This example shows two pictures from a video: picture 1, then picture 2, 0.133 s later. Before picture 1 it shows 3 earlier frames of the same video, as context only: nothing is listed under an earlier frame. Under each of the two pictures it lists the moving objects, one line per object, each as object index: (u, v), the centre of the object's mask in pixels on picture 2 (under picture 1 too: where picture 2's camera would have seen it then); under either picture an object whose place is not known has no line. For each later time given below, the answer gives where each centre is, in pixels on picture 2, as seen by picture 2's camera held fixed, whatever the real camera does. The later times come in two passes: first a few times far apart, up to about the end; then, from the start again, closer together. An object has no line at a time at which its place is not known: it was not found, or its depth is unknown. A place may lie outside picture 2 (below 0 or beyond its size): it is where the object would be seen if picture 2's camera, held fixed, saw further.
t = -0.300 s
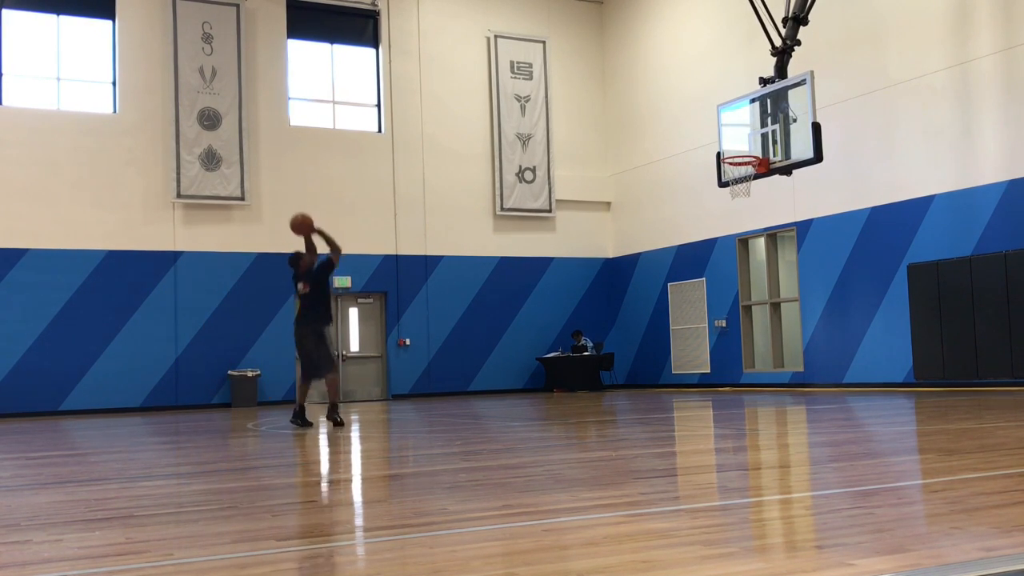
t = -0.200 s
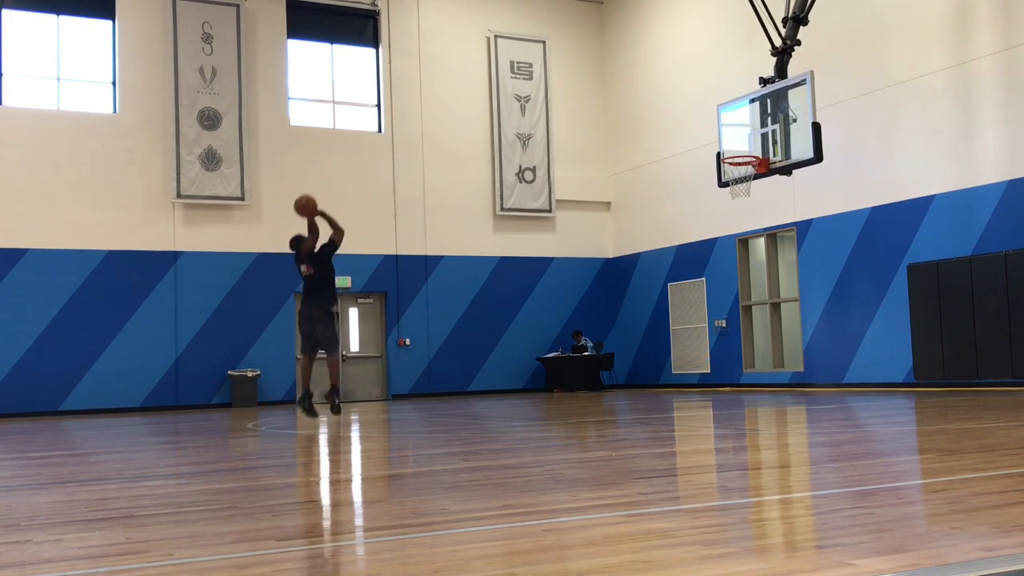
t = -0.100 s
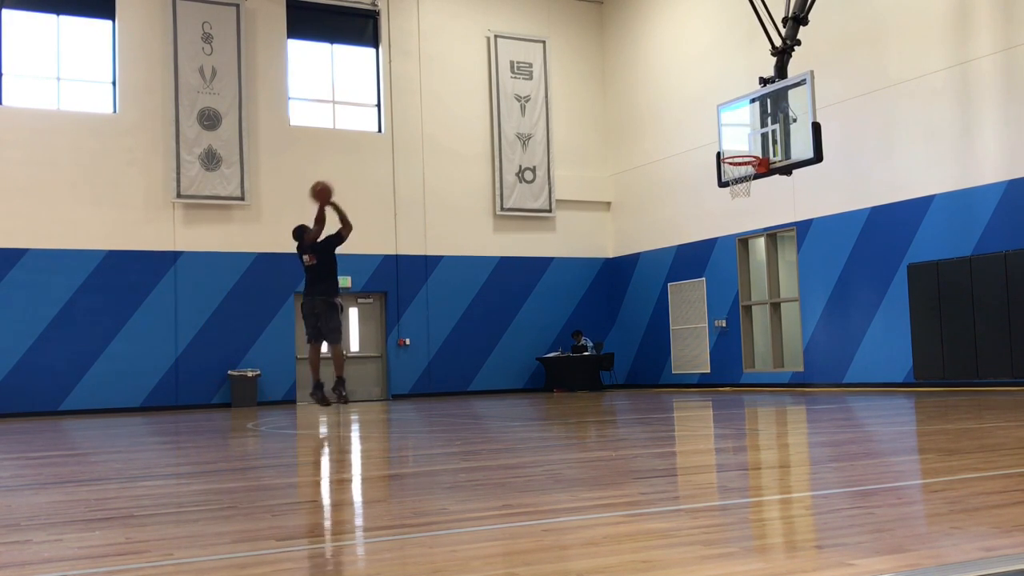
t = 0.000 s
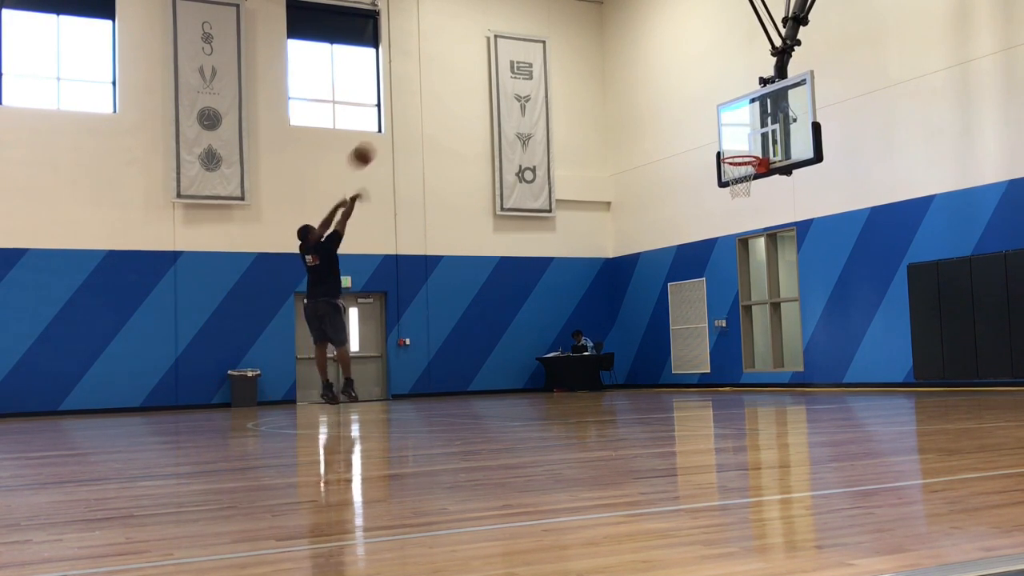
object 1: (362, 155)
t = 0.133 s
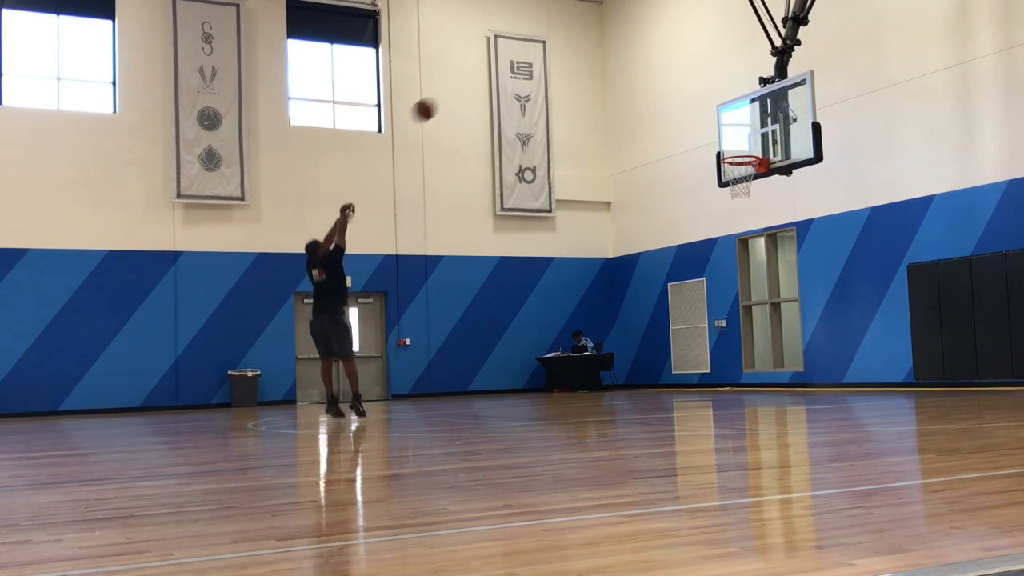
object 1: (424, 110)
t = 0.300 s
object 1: (496, 77)
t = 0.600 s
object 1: (616, 78)
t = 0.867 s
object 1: (713, 133)
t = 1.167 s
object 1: (719, 145)
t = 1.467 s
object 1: (685, 173)
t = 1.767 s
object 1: (655, 264)
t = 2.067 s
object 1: (630, 382)
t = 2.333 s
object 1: (608, 302)
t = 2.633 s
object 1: (587, 273)
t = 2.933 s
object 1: (568, 309)
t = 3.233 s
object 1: (552, 389)
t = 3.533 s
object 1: (534, 335)
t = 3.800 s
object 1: (520, 342)
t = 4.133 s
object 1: (503, 386)
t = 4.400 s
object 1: (489, 361)
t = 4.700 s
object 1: (474, 396)
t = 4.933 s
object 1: (460, 378)
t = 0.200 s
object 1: (454, 94)
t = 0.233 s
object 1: (468, 87)
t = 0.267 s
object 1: (482, 82)
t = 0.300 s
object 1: (496, 77)
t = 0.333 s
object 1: (510, 74)
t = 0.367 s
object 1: (525, 71)
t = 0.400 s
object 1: (538, 69)
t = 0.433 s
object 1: (551, 69)
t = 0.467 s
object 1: (565, 69)
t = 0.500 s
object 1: (578, 70)
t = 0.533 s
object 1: (591, 72)
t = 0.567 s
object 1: (604, 75)
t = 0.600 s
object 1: (616, 78)
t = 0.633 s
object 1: (629, 82)
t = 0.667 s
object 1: (641, 87)
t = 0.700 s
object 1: (654, 93)
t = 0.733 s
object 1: (666, 100)
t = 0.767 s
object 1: (678, 107)
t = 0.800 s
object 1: (690, 115)
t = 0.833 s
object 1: (702, 124)
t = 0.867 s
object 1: (713, 133)
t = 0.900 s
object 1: (725, 144)
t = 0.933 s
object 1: (738, 155)
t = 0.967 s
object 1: (745, 157)
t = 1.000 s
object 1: (747, 155)
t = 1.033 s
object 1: (740, 153)
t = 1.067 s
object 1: (733, 150)
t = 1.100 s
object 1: (728, 148)
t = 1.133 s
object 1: (723, 147)
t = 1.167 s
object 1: (719, 145)
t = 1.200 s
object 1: (715, 145)
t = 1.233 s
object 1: (711, 146)
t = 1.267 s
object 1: (707, 147)
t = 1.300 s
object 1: (703, 149)
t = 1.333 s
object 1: (699, 152)
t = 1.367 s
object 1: (695, 156)
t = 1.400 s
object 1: (692, 161)
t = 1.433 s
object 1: (688, 166)
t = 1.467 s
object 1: (685, 173)
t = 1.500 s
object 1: (681, 180)
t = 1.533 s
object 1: (677, 187)
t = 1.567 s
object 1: (674, 196)
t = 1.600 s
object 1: (670, 205)
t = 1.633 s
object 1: (667, 216)
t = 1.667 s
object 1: (664, 227)
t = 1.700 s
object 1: (661, 238)
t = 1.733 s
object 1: (658, 251)
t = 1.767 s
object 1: (655, 264)
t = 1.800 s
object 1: (652, 278)
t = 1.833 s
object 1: (649, 293)
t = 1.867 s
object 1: (646, 308)
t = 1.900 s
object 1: (643, 324)
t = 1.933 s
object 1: (641, 341)
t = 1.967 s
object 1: (638, 359)
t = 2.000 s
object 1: (636, 376)
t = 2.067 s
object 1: (630, 382)
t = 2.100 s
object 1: (627, 371)
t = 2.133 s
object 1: (624, 358)
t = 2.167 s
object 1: (622, 347)
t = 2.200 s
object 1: (618, 336)
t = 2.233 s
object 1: (616, 326)
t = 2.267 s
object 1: (613, 317)
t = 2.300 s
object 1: (611, 309)
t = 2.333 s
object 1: (608, 302)
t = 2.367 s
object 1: (605, 296)
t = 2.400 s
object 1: (603, 290)
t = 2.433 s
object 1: (601, 285)
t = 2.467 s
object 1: (598, 281)
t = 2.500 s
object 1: (596, 278)
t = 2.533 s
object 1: (593, 275)
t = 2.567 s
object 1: (591, 274)
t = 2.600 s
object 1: (589, 273)
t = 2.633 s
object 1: (587, 273)
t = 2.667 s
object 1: (585, 274)
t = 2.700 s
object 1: (583, 276)
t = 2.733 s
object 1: (580, 278)
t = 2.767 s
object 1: (578, 281)
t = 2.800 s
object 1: (576, 285)
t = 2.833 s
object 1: (573, 290)
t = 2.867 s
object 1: (572, 296)
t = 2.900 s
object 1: (570, 302)
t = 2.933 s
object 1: (568, 309)
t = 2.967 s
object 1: (566, 317)
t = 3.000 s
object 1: (565, 326)
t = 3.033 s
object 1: (563, 336)
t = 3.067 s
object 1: (561, 345)
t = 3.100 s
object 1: (559, 359)
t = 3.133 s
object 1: (557, 371)
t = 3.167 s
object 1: (556, 382)
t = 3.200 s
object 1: (555, 396)
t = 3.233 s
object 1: (552, 389)
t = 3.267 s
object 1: (550, 381)
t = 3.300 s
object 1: (548, 372)
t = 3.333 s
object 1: (546, 366)
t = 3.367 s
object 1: (544, 358)
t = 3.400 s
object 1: (542, 351)
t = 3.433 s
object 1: (540, 346)
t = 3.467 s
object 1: (538, 341)
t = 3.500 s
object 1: (536, 338)
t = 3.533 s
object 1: (534, 335)
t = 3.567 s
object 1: (532, 333)
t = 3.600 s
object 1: (530, 332)
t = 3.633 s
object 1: (528, 331)
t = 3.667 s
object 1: (526, 332)
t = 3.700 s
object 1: (525, 333)
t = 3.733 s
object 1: (523, 335)
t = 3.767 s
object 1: (521, 338)
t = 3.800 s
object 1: (520, 342)
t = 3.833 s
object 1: (518, 346)
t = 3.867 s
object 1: (516, 351)
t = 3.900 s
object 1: (515, 357)
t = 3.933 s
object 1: (513, 364)
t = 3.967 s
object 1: (512, 373)
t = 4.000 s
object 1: (510, 381)
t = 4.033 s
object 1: (508, 389)
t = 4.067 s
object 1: (507, 399)
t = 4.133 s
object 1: (503, 386)
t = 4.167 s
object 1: (501, 380)
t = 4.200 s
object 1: (499, 374)
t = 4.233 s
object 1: (497, 370)
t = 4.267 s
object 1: (495, 366)
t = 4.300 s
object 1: (494, 364)
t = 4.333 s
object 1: (493, 362)
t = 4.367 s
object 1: (490, 361)
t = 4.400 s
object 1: (489, 361)
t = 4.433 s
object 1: (487, 361)
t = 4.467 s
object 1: (485, 362)
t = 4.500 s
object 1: (484, 365)
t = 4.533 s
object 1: (482, 367)
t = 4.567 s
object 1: (481, 371)
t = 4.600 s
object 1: (479, 376)
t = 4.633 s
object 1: (477, 382)
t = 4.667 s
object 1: (476, 388)
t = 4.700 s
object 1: (474, 396)
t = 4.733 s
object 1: (473, 400)
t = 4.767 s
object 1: (471, 394)
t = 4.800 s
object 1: (469, 389)
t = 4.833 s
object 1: (466, 385)
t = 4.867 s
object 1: (464, 382)
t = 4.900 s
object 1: (462, 379)
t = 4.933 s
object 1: (460, 378)
